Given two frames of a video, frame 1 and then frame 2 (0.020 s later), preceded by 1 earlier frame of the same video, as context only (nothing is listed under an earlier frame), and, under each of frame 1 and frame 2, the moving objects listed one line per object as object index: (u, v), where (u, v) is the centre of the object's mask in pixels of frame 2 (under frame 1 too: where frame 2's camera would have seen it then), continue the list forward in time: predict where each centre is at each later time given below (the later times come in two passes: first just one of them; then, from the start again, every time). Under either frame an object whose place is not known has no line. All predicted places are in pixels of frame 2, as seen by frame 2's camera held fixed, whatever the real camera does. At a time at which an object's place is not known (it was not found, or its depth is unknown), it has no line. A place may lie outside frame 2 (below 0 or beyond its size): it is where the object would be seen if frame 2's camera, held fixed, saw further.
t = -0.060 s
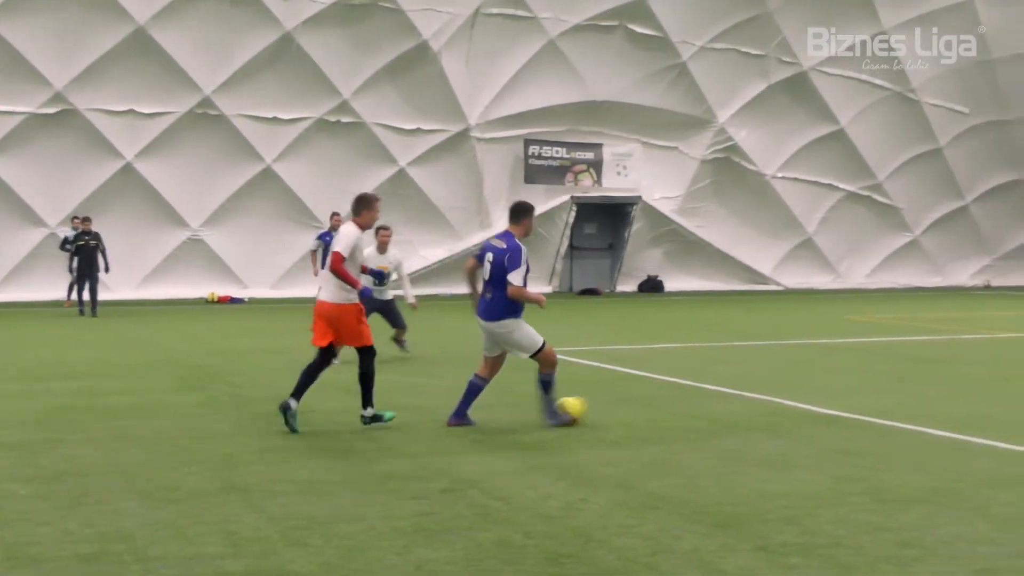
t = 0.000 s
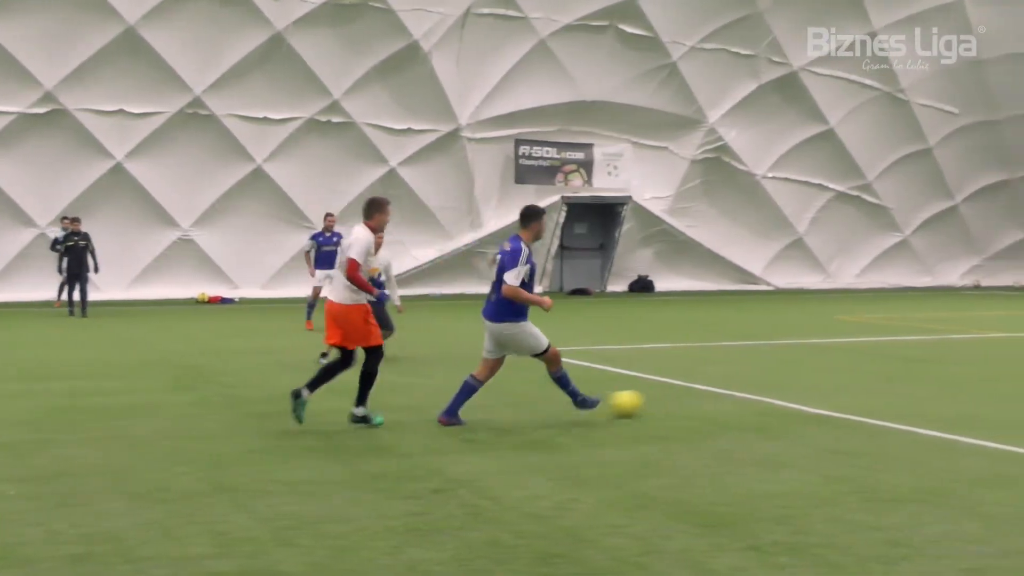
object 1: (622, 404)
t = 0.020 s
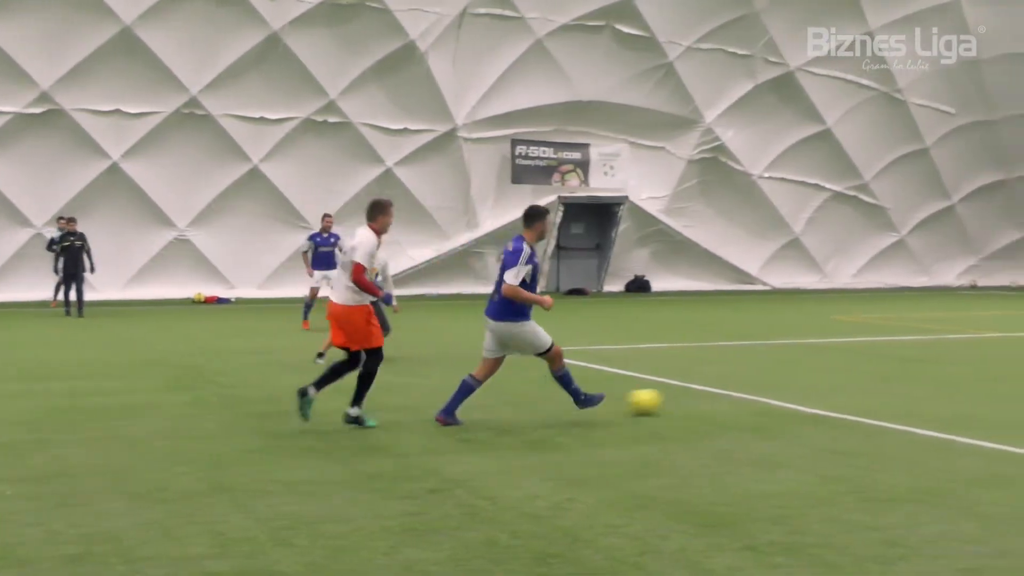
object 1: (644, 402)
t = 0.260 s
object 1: (847, 381)
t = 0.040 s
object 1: (665, 400)
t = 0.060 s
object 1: (684, 398)
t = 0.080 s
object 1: (703, 397)
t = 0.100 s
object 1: (721, 395)
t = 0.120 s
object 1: (738, 393)
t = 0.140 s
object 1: (755, 390)
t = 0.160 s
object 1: (773, 389)
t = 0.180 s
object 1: (788, 387)
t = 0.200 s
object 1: (804, 386)
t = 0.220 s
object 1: (819, 385)
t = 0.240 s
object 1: (833, 384)
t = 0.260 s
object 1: (847, 381)
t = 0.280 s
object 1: (860, 378)
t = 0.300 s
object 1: (874, 375)
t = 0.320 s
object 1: (887, 374)
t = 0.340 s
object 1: (899, 373)
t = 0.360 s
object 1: (910, 373)
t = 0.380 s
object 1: (922, 372)
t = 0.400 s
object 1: (934, 372)
